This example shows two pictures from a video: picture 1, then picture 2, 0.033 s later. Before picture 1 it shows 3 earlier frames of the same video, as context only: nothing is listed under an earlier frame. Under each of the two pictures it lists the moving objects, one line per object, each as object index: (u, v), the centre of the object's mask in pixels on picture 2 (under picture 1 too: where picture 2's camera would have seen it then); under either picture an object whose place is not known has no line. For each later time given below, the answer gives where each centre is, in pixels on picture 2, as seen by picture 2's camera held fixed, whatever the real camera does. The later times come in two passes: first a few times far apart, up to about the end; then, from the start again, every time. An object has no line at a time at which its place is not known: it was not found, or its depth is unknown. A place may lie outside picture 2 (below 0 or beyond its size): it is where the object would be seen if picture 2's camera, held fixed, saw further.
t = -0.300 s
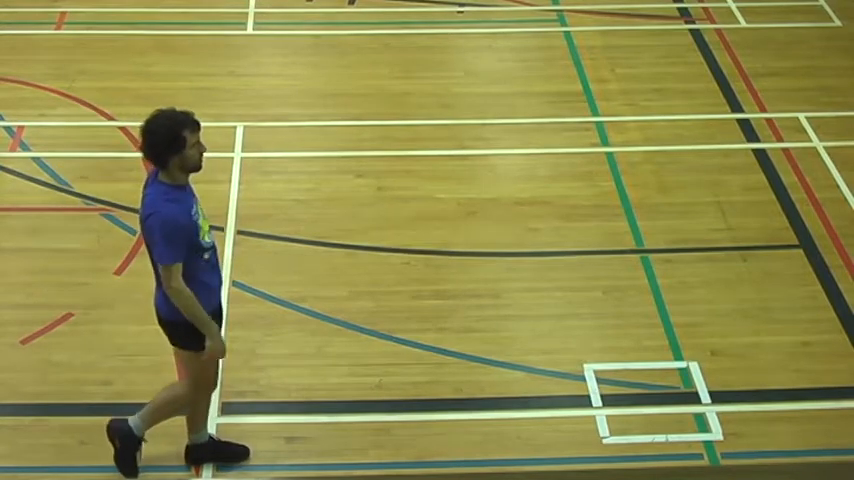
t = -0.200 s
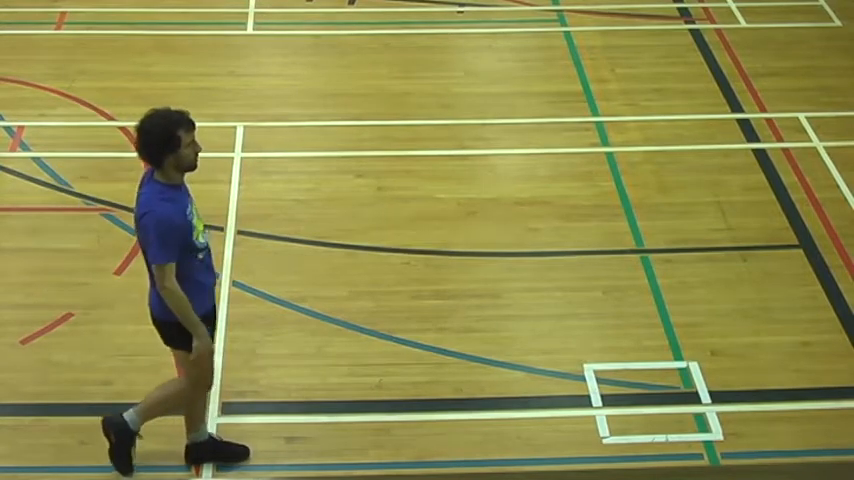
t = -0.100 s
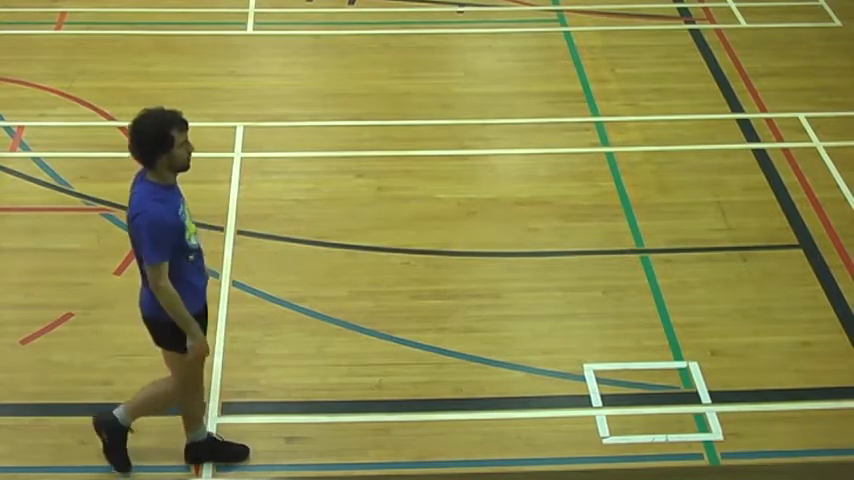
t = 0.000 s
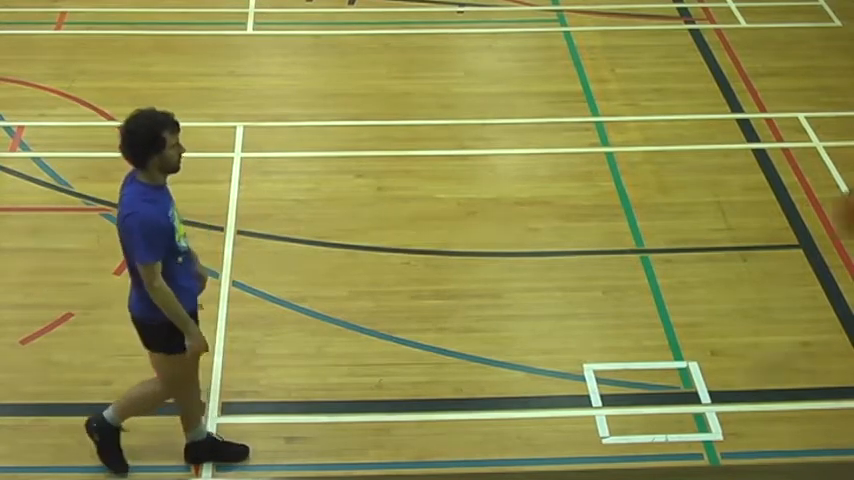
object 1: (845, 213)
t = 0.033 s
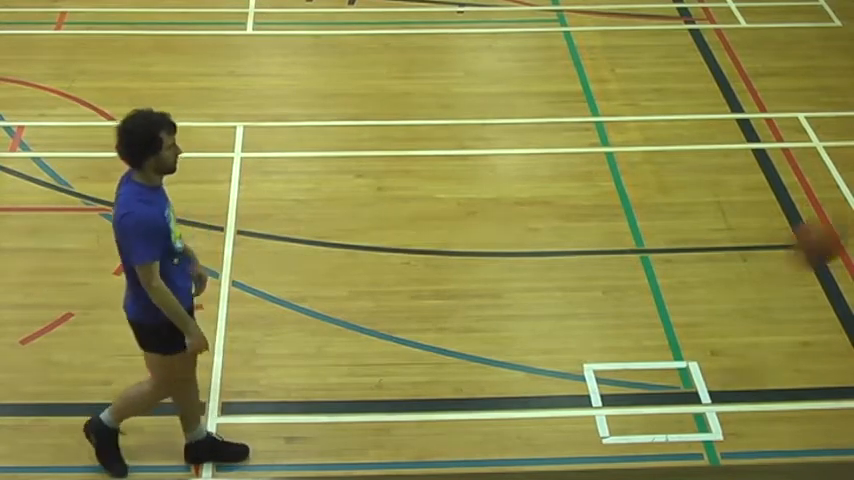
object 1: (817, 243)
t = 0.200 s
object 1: (600, 401)
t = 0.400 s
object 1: (459, 243)
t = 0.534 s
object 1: (352, 170)
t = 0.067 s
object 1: (768, 276)
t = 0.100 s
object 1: (724, 309)
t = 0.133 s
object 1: (680, 343)
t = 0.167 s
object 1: (634, 380)
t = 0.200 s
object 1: (600, 401)
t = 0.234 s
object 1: (577, 369)
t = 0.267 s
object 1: (556, 343)
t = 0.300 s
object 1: (533, 316)
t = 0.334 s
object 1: (509, 290)
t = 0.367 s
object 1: (484, 266)
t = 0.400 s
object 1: (459, 243)
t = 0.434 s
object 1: (432, 222)
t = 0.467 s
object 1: (406, 203)
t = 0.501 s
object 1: (380, 186)
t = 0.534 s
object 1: (352, 170)
